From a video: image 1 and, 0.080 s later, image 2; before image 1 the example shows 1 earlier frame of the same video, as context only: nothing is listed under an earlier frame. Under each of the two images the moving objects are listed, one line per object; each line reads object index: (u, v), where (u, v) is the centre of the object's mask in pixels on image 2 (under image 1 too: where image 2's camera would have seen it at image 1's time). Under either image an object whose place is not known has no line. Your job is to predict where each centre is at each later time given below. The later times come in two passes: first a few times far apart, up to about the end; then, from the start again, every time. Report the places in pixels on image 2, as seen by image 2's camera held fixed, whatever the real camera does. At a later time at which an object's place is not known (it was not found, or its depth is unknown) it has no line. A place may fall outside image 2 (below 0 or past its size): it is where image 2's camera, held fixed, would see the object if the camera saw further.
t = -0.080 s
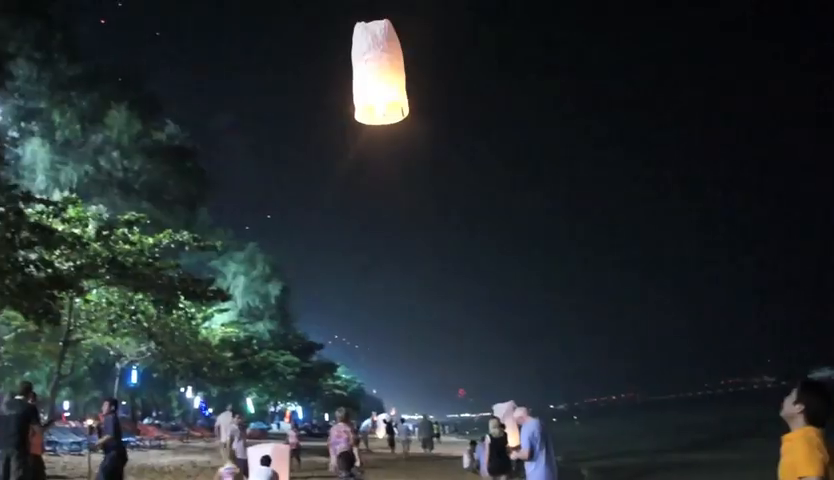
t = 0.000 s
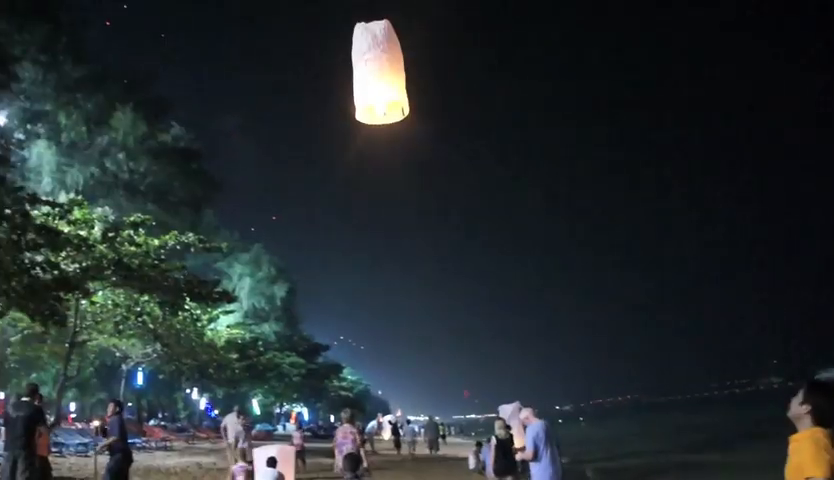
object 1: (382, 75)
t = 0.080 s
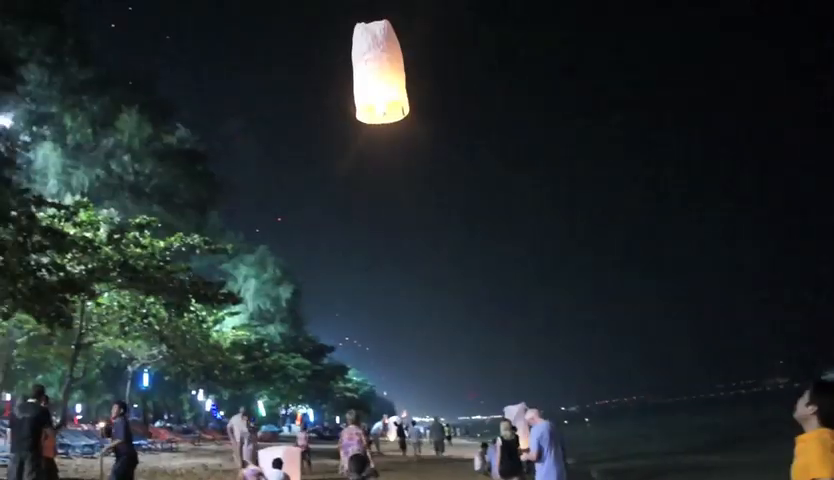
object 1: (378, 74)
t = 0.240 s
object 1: (369, 71)
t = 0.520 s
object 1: (355, 68)
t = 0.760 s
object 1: (344, 66)
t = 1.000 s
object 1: (333, 64)
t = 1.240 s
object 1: (322, 61)
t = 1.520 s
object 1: (309, 58)
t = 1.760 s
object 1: (299, 56)
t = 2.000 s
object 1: (289, 53)
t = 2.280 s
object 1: (276, 49)
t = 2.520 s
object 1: (266, 47)
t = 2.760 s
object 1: (257, 46)
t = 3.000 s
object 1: (247, 43)
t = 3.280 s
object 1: (236, 41)
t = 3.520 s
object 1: (227, 39)
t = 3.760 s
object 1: (218, 38)
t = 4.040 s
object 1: (208, 36)
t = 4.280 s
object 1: (199, 34)
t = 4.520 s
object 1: (190, 31)
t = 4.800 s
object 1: (180, 29)
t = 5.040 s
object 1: (173, 28)
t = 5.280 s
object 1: (164, 25)
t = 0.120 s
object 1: (376, 73)
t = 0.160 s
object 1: (374, 73)
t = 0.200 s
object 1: (372, 72)
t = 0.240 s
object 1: (369, 71)
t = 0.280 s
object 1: (367, 71)
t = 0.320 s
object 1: (365, 71)
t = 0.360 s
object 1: (363, 70)
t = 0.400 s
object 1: (361, 70)
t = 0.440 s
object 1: (359, 69)
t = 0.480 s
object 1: (358, 69)
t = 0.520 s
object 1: (355, 68)
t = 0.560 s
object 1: (353, 68)
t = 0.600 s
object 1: (351, 67)
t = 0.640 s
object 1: (349, 67)
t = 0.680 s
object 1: (348, 67)
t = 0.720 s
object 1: (346, 66)
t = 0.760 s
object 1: (344, 66)
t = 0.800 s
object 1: (342, 65)
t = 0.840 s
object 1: (340, 65)
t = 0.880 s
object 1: (338, 65)
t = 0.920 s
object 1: (336, 65)
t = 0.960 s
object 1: (335, 64)
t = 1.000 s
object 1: (333, 64)
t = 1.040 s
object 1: (331, 63)
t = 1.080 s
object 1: (329, 63)
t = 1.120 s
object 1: (327, 63)
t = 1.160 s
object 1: (325, 62)
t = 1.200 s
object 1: (324, 62)
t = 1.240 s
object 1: (322, 61)
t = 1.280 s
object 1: (320, 61)
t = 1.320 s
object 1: (318, 60)
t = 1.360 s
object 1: (317, 60)
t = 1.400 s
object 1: (315, 59)
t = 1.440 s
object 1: (313, 59)
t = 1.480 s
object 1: (311, 59)
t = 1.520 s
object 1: (309, 58)
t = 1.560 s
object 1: (307, 57)
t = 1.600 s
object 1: (306, 57)
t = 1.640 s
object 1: (304, 57)
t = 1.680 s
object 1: (302, 56)
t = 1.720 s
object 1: (301, 56)
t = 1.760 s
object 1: (299, 56)
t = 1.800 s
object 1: (297, 55)
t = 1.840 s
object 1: (296, 55)
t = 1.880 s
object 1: (294, 54)
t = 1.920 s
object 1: (292, 54)
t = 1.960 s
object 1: (290, 53)
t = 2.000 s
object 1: (289, 53)
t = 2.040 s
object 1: (287, 52)
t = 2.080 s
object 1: (285, 52)
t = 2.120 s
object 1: (283, 51)
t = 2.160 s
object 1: (280, 50)
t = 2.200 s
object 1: (279, 50)
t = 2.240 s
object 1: (277, 50)
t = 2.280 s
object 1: (276, 49)
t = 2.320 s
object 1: (274, 49)
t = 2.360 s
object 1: (273, 49)
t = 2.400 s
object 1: (270, 48)
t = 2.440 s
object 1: (269, 48)
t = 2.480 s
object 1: (268, 47)
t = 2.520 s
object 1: (266, 47)
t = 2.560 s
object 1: (264, 47)
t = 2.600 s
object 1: (263, 47)
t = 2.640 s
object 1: (261, 46)
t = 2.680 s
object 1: (259, 46)
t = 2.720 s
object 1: (258, 46)
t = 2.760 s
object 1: (257, 46)
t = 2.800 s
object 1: (255, 45)
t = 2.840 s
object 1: (254, 45)
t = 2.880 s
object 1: (252, 45)
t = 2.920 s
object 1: (250, 44)
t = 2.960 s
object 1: (248, 44)
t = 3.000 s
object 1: (247, 43)
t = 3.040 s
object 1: (245, 43)
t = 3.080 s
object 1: (244, 43)
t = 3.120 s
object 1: (242, 42)
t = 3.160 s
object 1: (240, 42)
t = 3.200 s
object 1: (239, 42)
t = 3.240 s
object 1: (237, 41)
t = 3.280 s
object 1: (236, 41)
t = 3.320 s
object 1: (234, 41)
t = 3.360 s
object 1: (233, 40)
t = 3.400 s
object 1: (231, 40)
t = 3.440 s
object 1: (230, 40)
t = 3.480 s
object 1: (228, 40)
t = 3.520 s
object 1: (227, 39)
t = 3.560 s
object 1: (225, 39)
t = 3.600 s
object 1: (224, 39)
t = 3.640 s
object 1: (222, 38)
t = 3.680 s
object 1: (220, 38)
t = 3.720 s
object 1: (219, 38)
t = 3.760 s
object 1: (218, 38)
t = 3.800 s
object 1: (216, 37)
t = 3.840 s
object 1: (215, 37)
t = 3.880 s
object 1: (213, 37)
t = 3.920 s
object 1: (212, 37)
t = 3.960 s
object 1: (213, 38)
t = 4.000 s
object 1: (209, 36)
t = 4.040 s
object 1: (208, 36)
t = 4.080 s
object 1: (206, 35)
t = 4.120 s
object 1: (204, 34)
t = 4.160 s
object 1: (203, 34)
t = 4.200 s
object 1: (201, 34)
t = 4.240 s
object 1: (200, 34)
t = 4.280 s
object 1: (199, 34)
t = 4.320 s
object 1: (198, 34)
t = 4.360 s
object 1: (197, 34)
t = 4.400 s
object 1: (195, 33)
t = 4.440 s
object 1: (194, 32)
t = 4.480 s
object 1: (192, 32)
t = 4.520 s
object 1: (190, 31)
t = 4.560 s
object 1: (189, 31)
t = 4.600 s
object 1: (187, 31)
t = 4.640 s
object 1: (186, 31)
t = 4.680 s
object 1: (184, 30)
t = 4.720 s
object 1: (183, 30)
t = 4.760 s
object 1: (182, 29)
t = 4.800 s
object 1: (180, 29)
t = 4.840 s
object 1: (179, 29)
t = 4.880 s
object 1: (178, 29)
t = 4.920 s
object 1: (176, 28)
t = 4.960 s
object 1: (175, 28)
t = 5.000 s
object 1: (174, 28)
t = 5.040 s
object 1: (173, 28)
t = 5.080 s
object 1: (171, 27)
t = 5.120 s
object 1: (170, 27)
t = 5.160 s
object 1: (169, 27)
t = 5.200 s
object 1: (168, 26)
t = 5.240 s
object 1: (166, 26)
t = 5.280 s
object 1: (164, 25)
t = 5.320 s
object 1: (163, 25)
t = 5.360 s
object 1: (162, 24)
